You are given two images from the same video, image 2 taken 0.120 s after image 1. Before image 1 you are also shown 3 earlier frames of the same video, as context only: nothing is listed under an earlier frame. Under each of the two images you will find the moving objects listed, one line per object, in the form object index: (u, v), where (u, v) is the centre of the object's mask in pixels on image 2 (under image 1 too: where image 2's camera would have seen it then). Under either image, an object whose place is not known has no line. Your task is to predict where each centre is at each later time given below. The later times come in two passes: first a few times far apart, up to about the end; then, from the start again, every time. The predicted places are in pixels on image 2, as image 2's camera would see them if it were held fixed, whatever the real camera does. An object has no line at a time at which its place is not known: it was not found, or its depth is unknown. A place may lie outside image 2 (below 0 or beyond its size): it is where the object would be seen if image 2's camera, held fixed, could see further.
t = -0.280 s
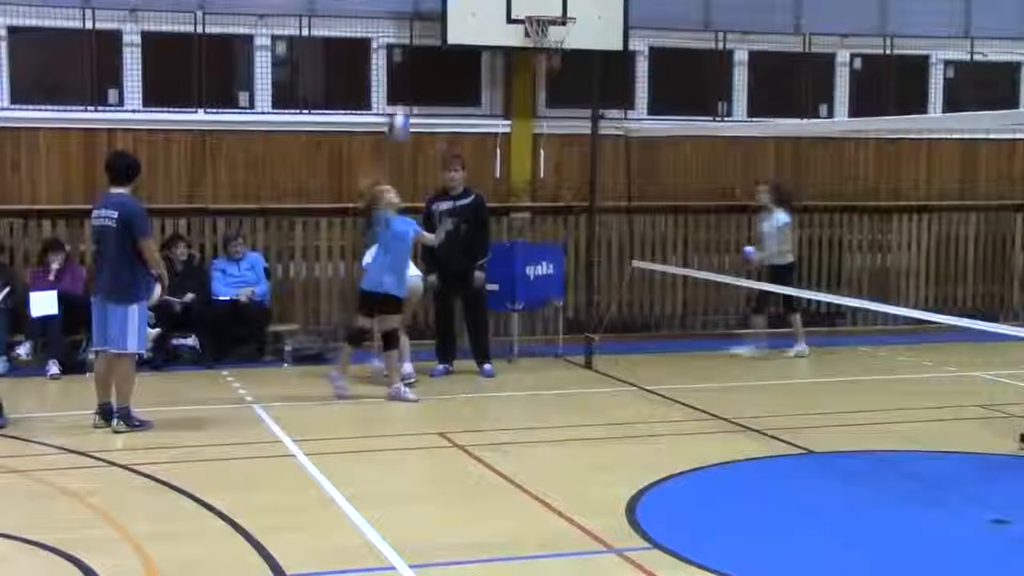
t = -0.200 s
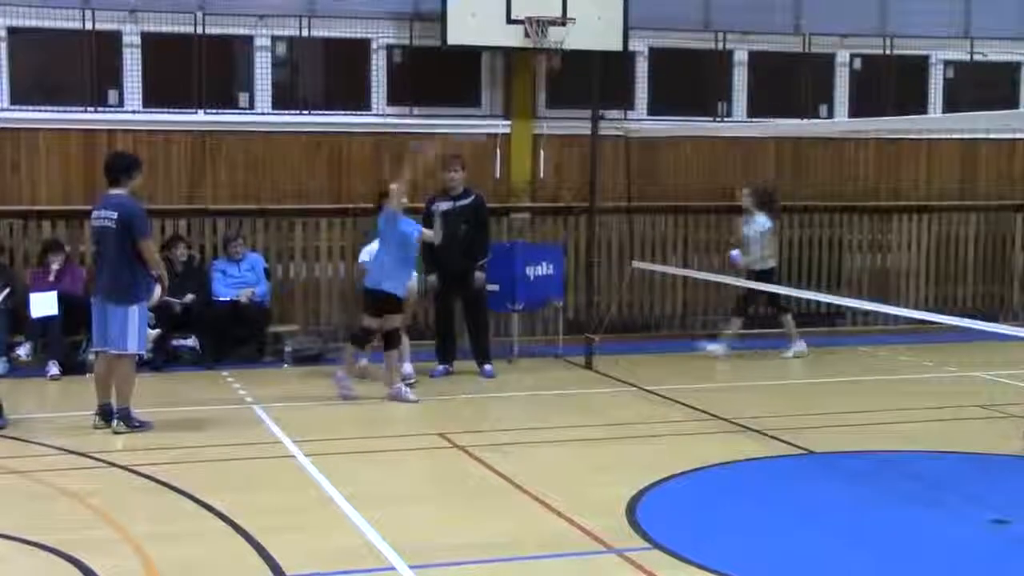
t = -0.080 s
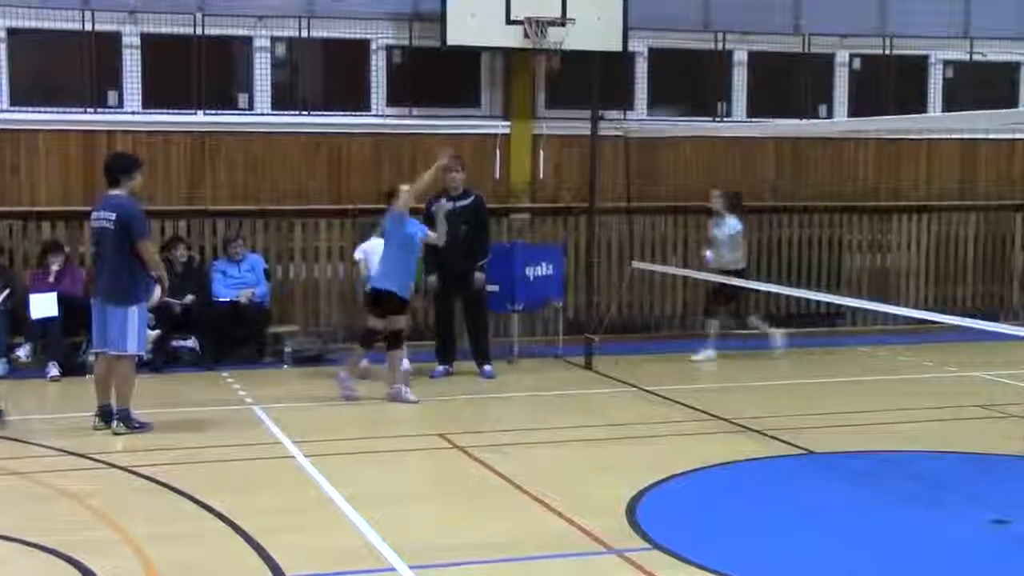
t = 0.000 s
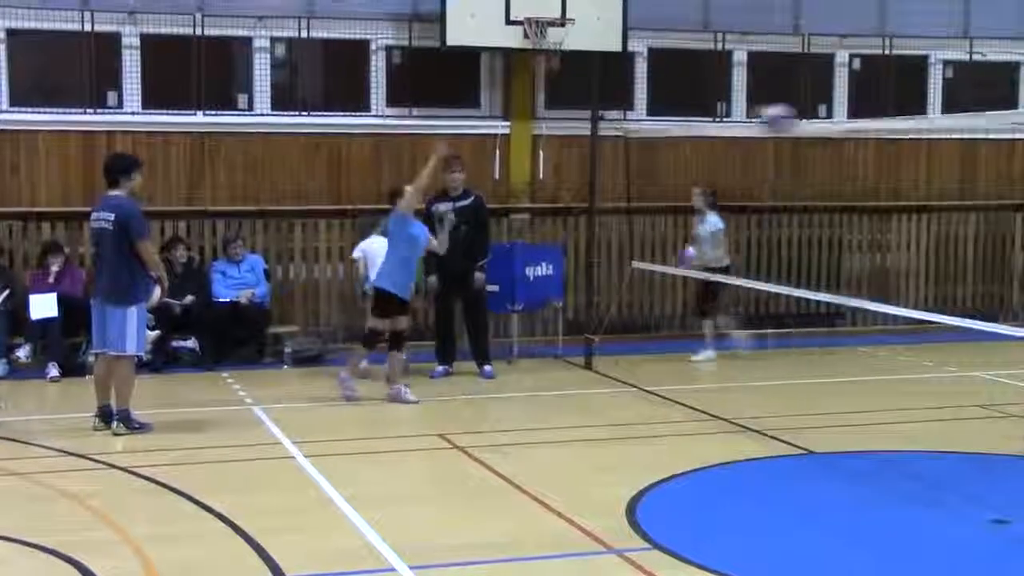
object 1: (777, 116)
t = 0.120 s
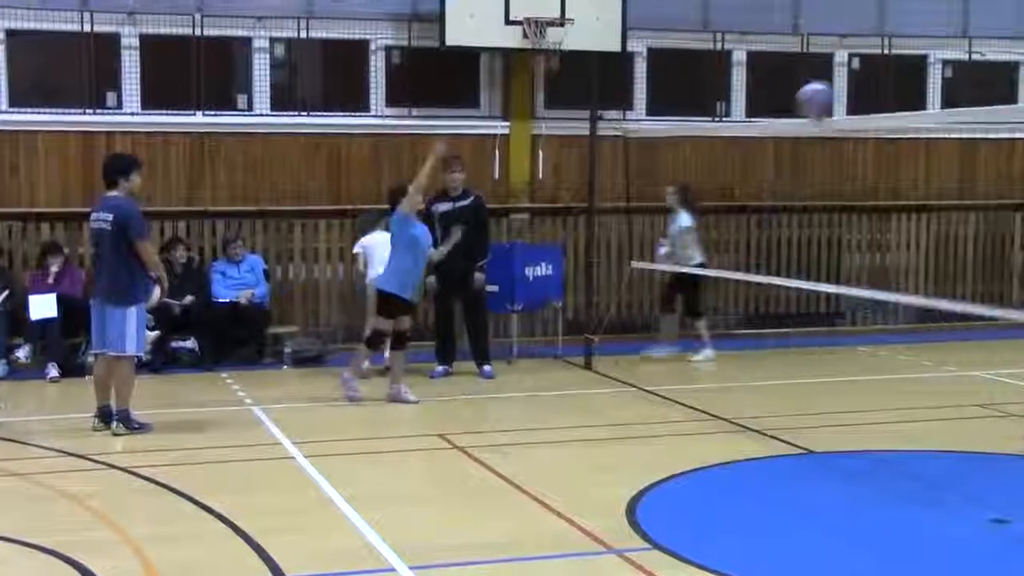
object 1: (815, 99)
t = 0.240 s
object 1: (854, 96)
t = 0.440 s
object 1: (931, 151)
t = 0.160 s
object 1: (828, 96)
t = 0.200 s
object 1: (842, 96)
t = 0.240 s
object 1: (854, 96)
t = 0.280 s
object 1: (870, 101)
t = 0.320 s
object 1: (884, 109)
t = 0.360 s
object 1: (898, 119)
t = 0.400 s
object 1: (912, 134)
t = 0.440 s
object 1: (931, 151)
